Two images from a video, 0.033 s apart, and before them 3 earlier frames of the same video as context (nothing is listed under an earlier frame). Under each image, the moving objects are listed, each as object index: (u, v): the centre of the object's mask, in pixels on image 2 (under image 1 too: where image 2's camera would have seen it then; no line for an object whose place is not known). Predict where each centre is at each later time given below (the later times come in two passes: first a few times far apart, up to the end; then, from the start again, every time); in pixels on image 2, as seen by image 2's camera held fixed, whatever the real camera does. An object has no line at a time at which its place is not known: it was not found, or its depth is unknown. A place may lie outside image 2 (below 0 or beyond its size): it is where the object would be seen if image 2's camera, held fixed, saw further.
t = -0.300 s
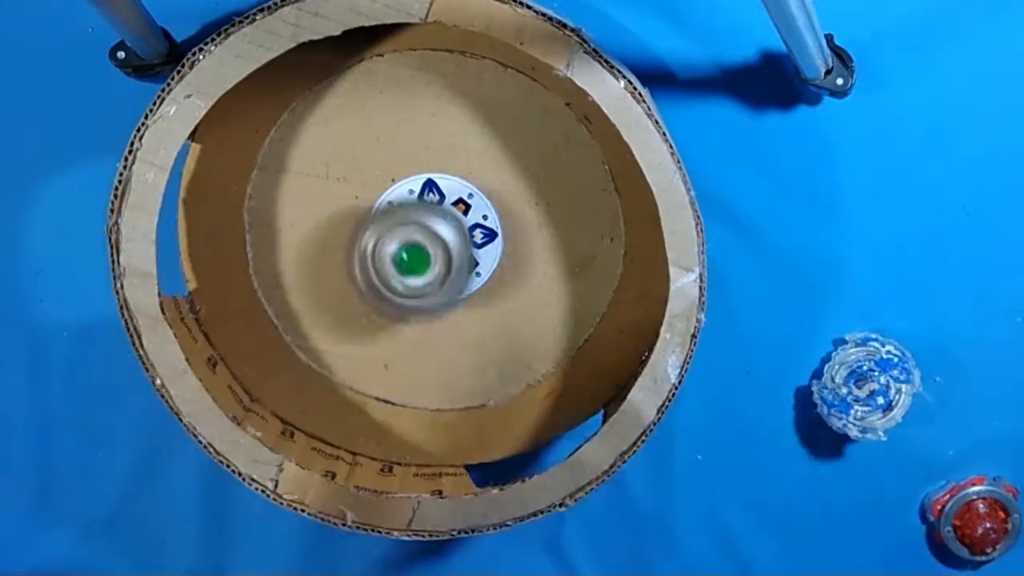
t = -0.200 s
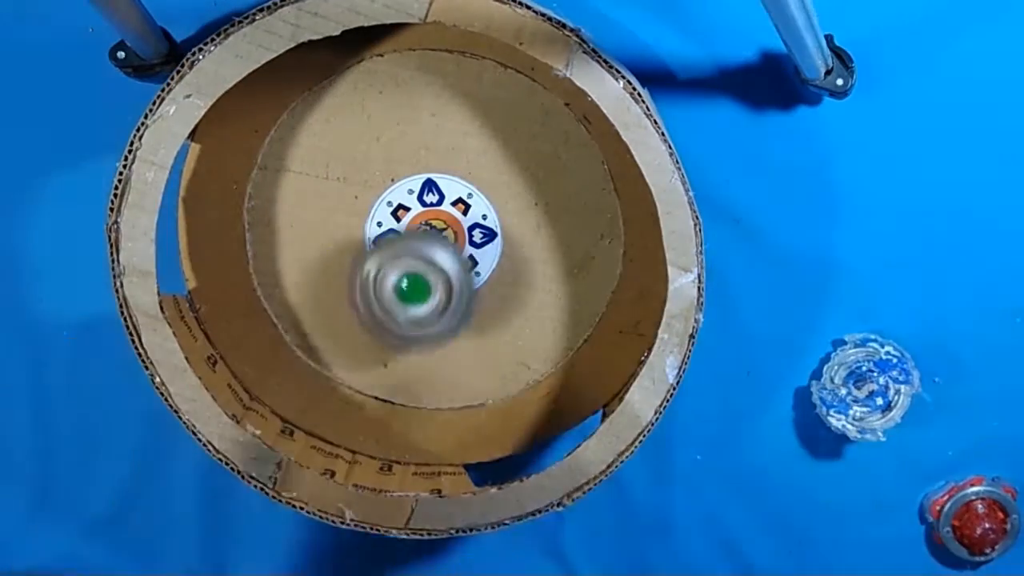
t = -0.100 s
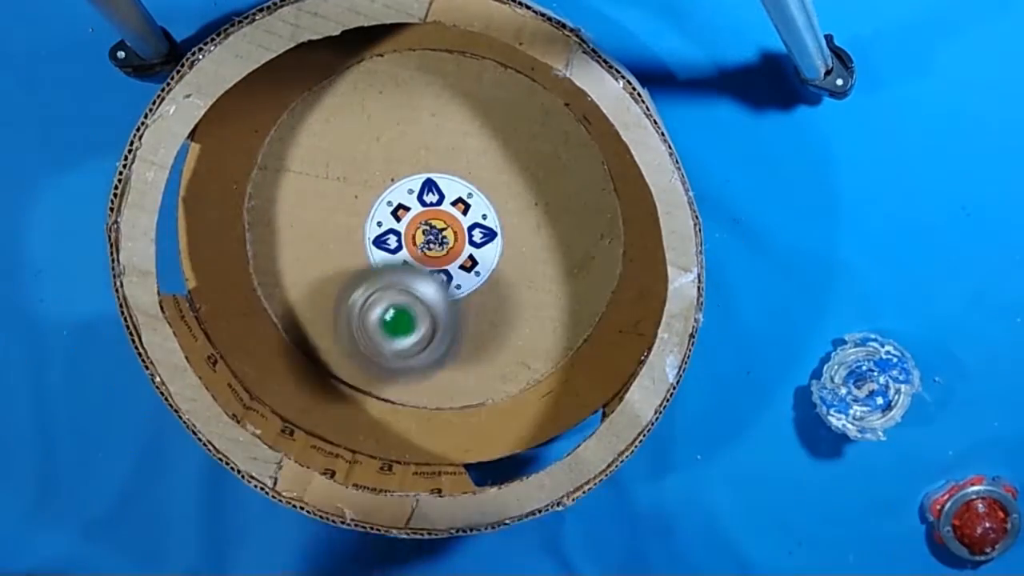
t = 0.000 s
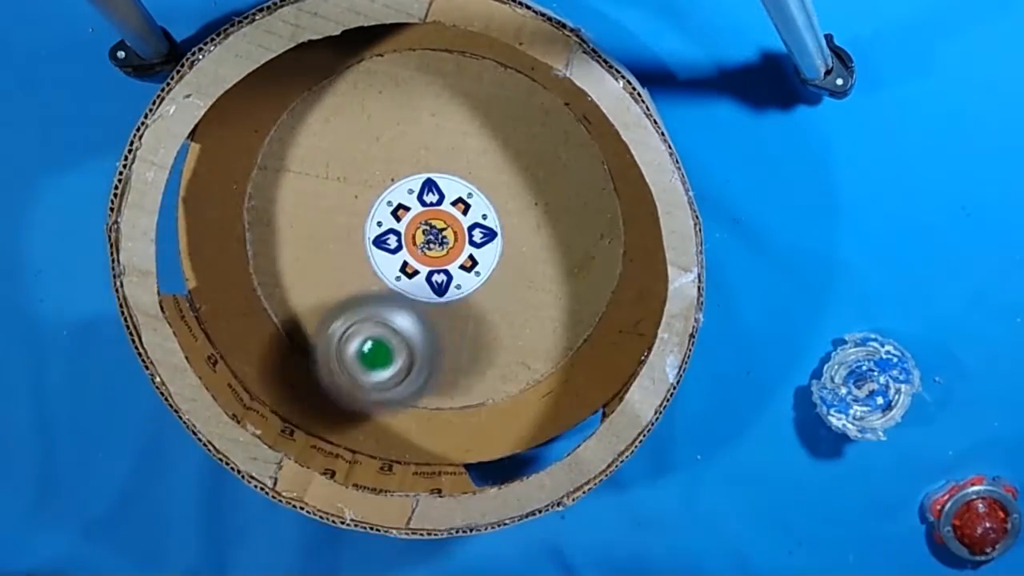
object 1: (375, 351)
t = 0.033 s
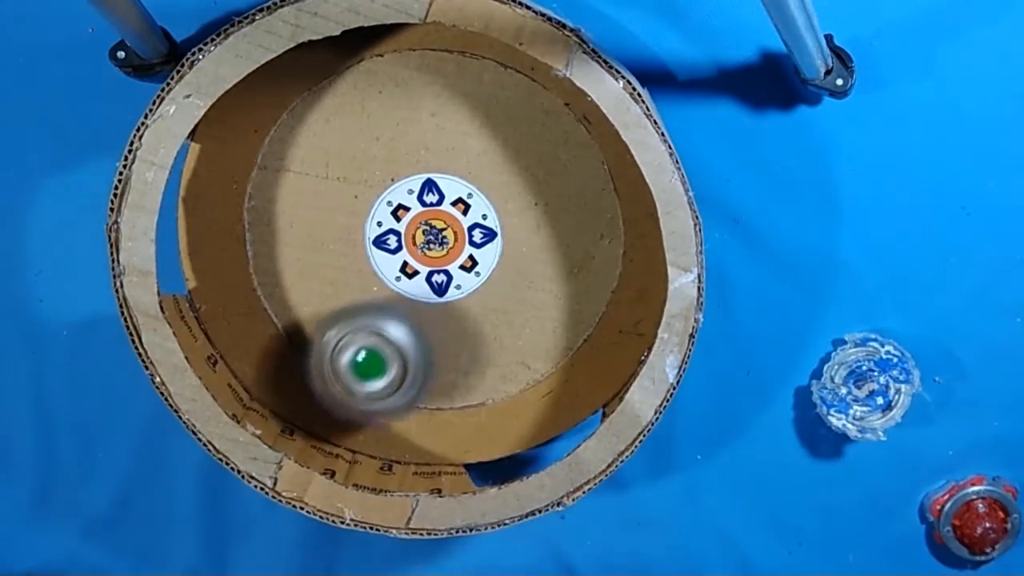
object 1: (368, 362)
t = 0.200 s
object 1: (351, 400)
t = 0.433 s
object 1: (358, 404)
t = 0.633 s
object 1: (355, 403)
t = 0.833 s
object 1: (338, 396)
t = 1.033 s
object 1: (330, 392)
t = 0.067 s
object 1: (360, 372)
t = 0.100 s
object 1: (355, 382)
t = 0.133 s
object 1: (351, 391)
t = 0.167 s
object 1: (347, 399)
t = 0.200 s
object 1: (351, 400)
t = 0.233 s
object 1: (353, 402)
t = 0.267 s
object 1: (356, 403)
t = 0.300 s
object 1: (359, 403)
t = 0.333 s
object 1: (359, 404)
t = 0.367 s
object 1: (359, 404)
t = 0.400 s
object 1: (359, 404)
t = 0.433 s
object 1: (358, 404)
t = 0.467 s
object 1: (359, 404)
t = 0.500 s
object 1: (356, 404)
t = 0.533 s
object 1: (356, 404)
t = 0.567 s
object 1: (356, 403)
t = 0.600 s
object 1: (355, 403)
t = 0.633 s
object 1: (355, 403)
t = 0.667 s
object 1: (354, 402)
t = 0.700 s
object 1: (348, 402)
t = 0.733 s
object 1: (347, 399)
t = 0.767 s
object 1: (344, 397)
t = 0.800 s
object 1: (339, 398)
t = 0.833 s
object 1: (338, 396)
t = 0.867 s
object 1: (339, 394)
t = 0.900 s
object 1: (341, 393)
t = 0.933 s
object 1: (344, 391)
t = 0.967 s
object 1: (343, 390)
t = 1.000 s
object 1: (338, 390)
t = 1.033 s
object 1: (330, 392)
